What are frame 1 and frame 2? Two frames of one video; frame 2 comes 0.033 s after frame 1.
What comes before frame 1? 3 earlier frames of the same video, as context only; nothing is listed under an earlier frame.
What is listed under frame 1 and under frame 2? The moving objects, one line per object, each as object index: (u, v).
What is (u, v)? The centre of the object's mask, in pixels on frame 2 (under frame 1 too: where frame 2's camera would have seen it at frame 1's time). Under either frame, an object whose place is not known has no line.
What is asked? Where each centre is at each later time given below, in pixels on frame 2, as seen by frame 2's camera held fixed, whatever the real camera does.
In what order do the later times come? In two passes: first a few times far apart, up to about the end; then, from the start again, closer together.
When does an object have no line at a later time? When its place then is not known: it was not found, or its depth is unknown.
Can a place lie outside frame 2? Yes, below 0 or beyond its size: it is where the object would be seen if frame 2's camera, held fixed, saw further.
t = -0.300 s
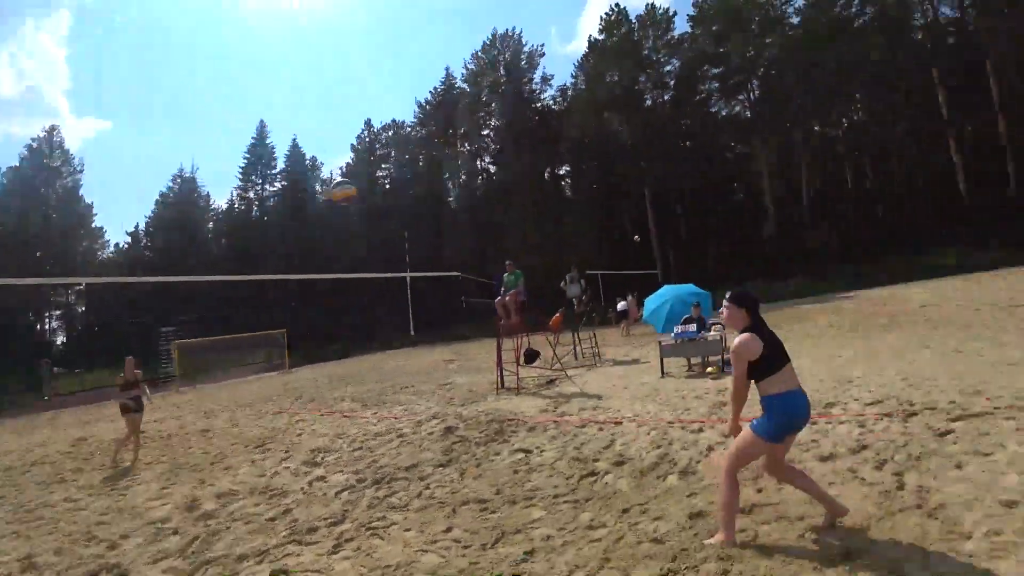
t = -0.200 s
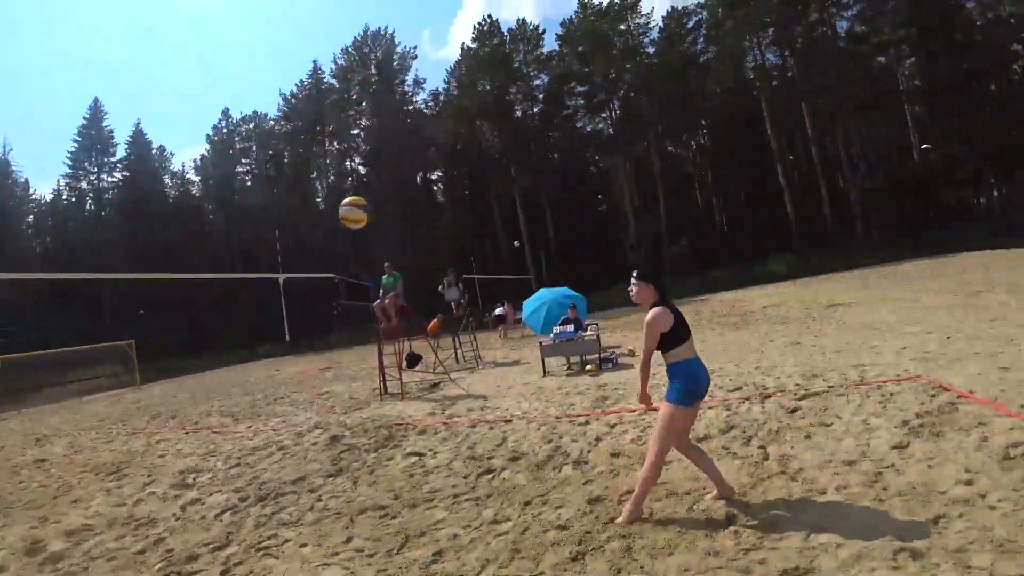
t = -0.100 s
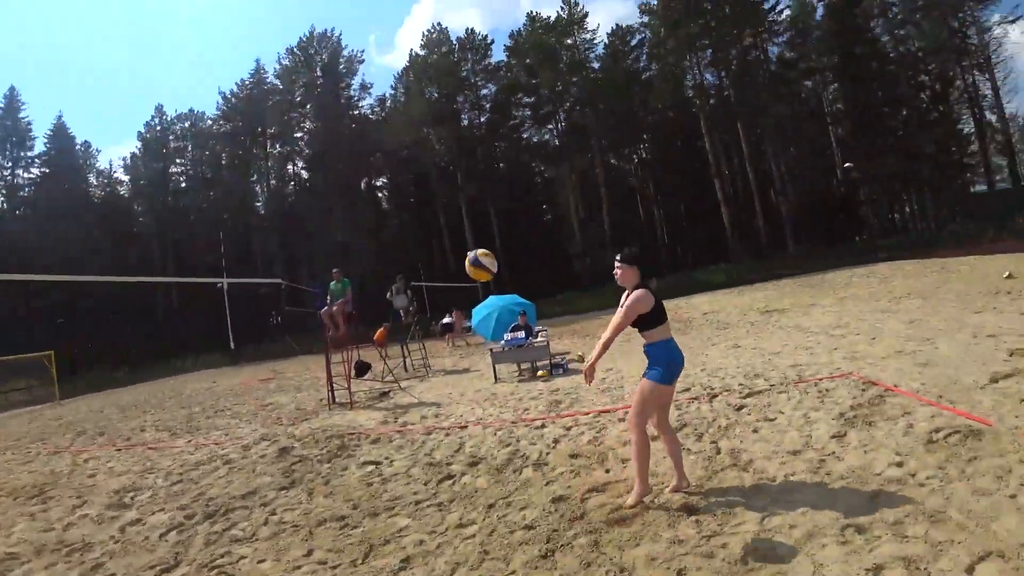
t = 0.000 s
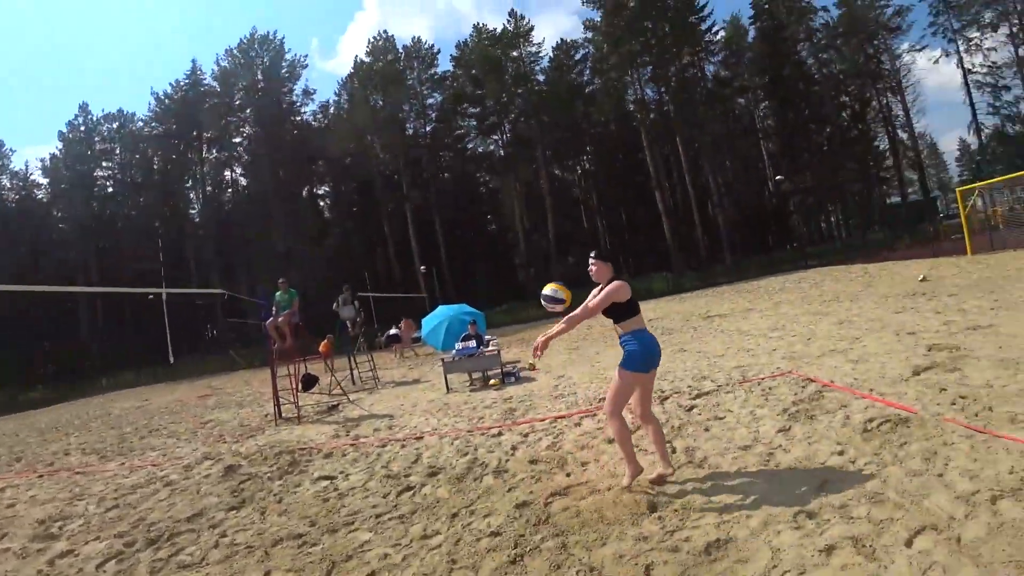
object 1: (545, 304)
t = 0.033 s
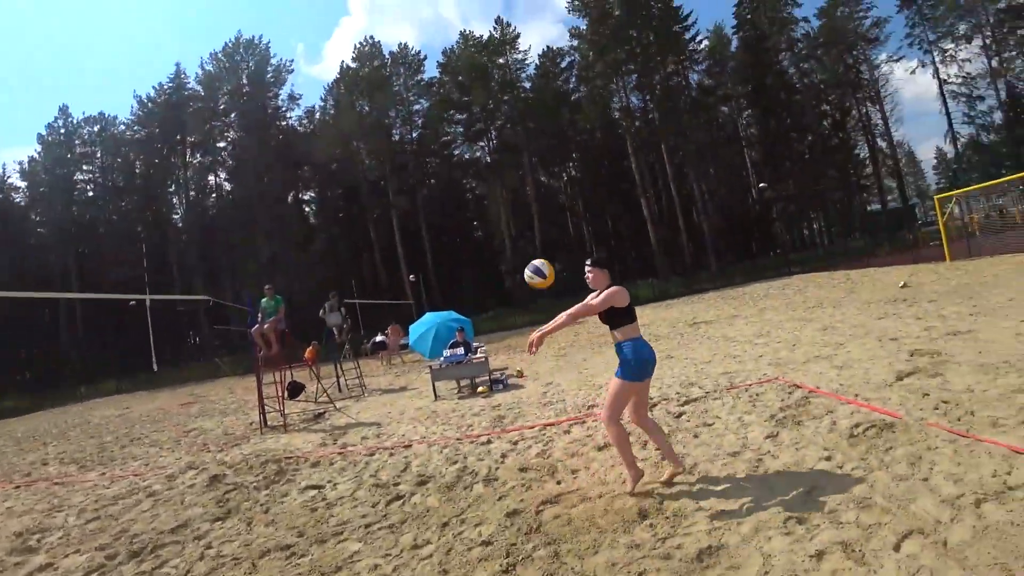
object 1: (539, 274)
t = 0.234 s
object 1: (522, 109)
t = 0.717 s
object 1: (466, -167)
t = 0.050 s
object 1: (537, 259)
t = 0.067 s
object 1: (535, 245)
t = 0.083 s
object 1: (533, 231)
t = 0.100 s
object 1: (531, 217)
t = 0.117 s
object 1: (529, 202)
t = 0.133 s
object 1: (528, 188)
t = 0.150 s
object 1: (527, 176)
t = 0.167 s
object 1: (526, 162)
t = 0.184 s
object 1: (525, 149)
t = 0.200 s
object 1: (523, 136)
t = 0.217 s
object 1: (522, 122)
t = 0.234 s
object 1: (522, 109)
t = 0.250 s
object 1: (522, 97)
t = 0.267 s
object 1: (522, 84)
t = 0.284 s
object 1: (521, 72)
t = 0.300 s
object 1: (520, 60)
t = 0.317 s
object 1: (519, 47)
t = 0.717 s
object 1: (466, -167)
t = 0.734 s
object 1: (465, -177)
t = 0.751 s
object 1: (464, -187)
